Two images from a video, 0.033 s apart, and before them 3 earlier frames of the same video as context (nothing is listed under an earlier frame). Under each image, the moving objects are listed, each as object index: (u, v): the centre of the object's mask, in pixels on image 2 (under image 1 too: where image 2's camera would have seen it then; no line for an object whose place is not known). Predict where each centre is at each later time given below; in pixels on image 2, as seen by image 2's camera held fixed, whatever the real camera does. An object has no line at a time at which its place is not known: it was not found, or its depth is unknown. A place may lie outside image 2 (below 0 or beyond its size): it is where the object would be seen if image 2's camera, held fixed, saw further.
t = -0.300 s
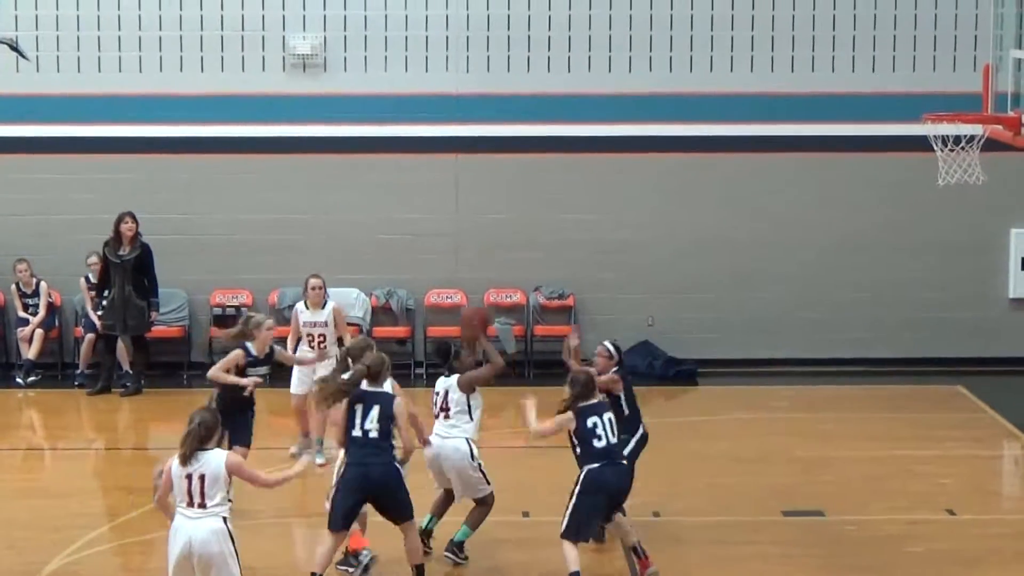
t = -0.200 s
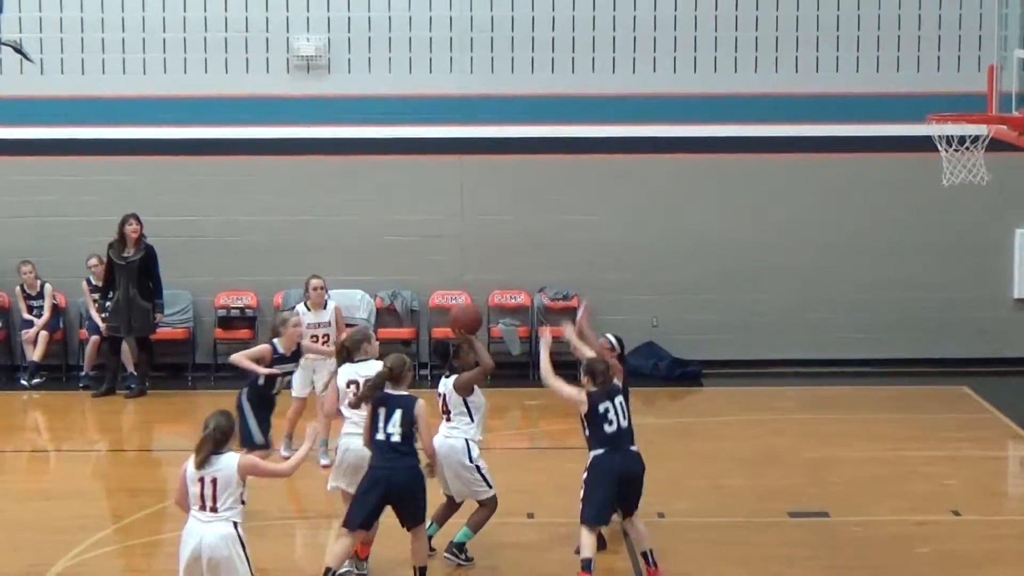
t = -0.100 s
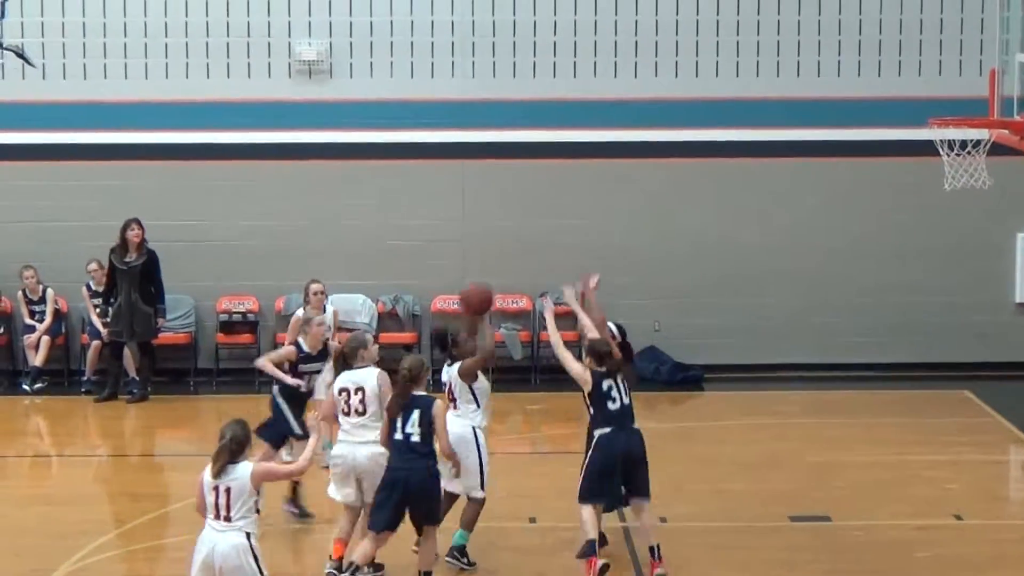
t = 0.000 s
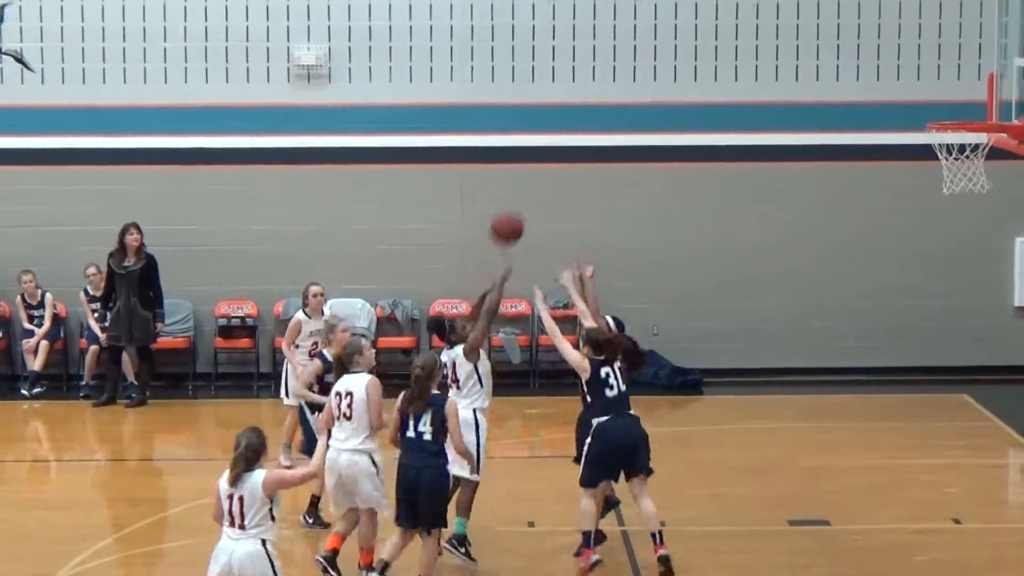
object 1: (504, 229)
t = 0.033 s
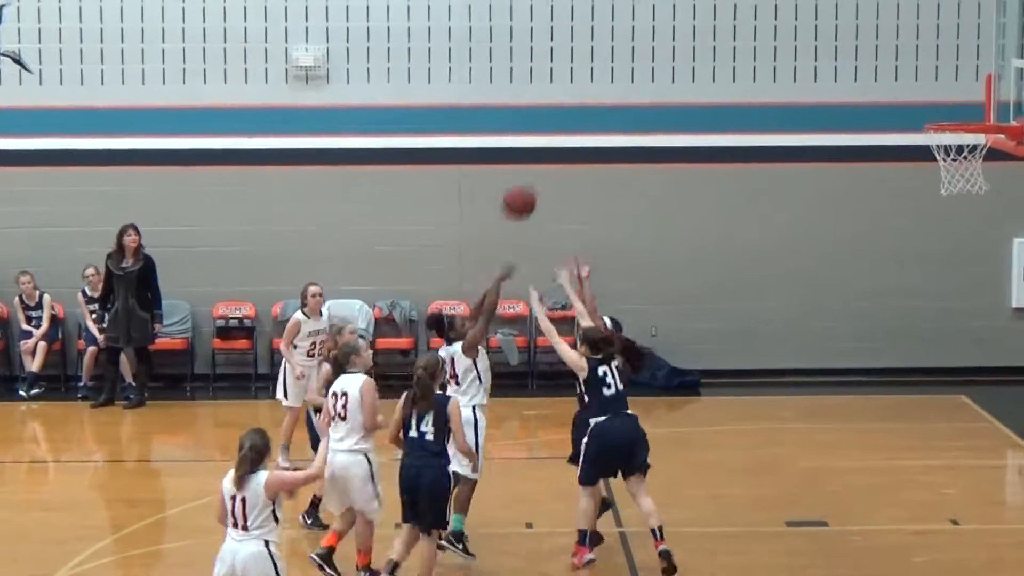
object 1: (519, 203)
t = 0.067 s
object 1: (533, 176)
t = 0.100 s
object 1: (547, 152)
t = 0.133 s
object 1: (562, 129)
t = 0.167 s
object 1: (576, 107)
